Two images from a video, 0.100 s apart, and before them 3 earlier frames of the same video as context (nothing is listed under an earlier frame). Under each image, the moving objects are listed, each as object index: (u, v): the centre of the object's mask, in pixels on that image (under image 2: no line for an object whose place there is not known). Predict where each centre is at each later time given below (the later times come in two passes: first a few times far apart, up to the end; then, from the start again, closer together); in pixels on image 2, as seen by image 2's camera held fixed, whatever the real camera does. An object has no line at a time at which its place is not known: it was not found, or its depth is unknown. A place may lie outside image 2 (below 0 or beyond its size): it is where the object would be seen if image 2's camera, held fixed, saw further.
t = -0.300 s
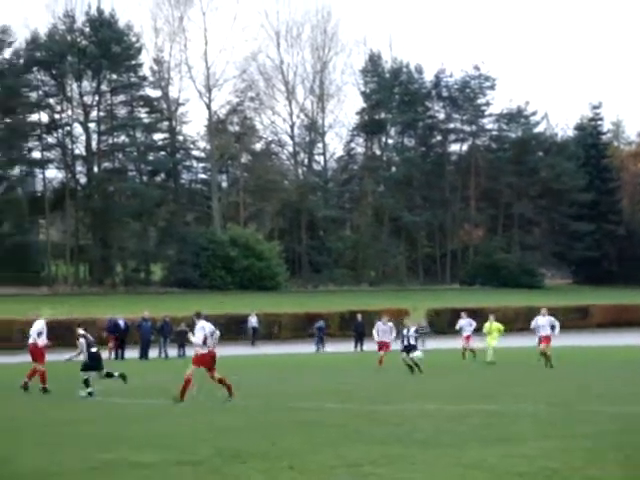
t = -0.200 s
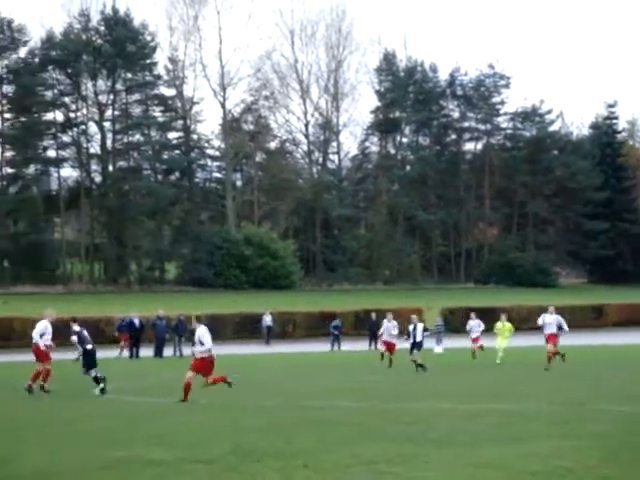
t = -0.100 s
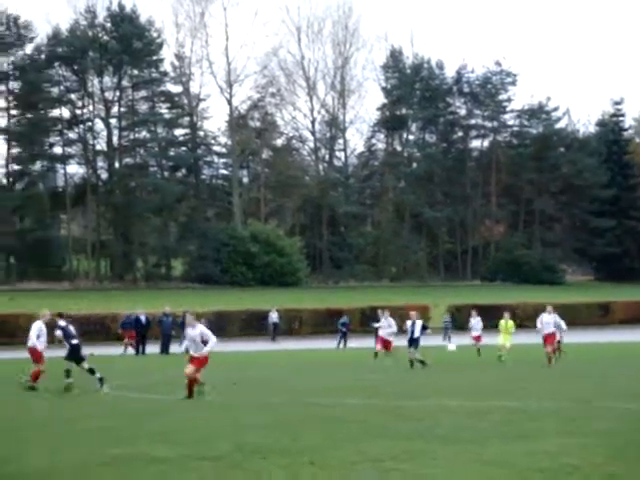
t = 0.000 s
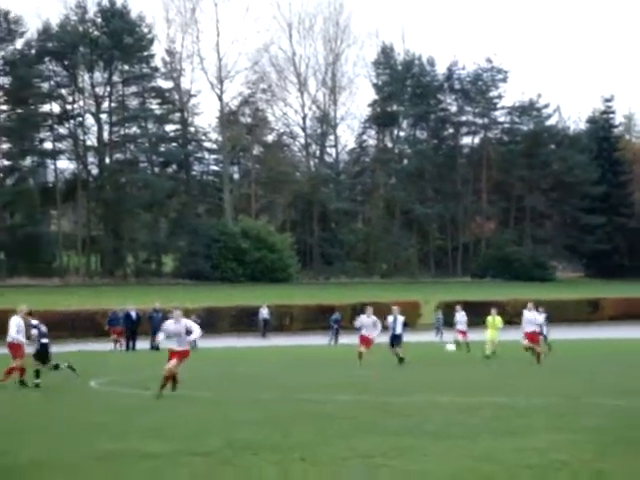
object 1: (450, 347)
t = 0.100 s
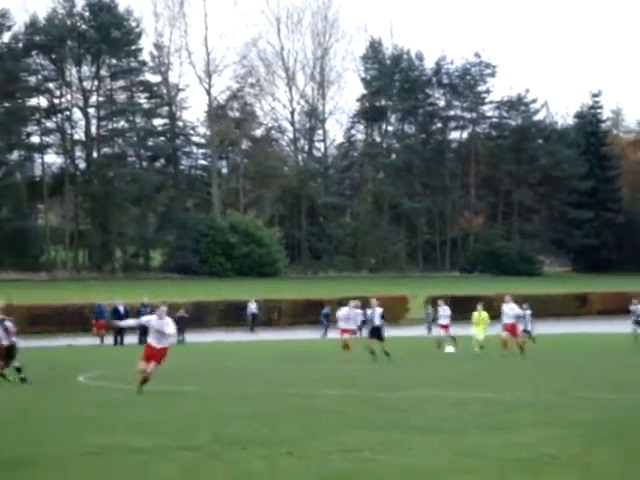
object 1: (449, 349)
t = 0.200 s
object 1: (461, 361)
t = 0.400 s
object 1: (483, 364)
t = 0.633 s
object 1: (515, 378)
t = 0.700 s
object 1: (525, 380)
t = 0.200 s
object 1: (461, 361)
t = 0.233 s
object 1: (465, 366)
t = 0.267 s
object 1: (468, 368)
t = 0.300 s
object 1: (472, 367)
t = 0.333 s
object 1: (476, 365)
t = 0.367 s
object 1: (479, 363)
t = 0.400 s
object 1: (483, 364)
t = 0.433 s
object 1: (488, 364)
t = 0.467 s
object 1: (492, 364)
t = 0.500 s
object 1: (496, 366)
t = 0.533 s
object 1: (501, 368)
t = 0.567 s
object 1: (505, 370)
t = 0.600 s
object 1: (510, 374)
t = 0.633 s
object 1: (515, 378)
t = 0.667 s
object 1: (521, 381)
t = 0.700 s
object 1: (525, 380)
